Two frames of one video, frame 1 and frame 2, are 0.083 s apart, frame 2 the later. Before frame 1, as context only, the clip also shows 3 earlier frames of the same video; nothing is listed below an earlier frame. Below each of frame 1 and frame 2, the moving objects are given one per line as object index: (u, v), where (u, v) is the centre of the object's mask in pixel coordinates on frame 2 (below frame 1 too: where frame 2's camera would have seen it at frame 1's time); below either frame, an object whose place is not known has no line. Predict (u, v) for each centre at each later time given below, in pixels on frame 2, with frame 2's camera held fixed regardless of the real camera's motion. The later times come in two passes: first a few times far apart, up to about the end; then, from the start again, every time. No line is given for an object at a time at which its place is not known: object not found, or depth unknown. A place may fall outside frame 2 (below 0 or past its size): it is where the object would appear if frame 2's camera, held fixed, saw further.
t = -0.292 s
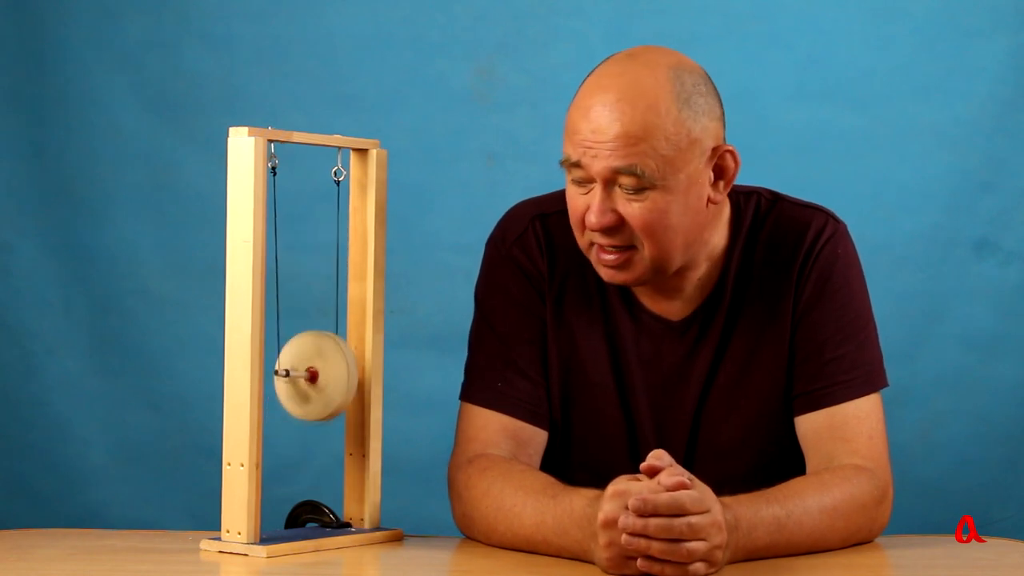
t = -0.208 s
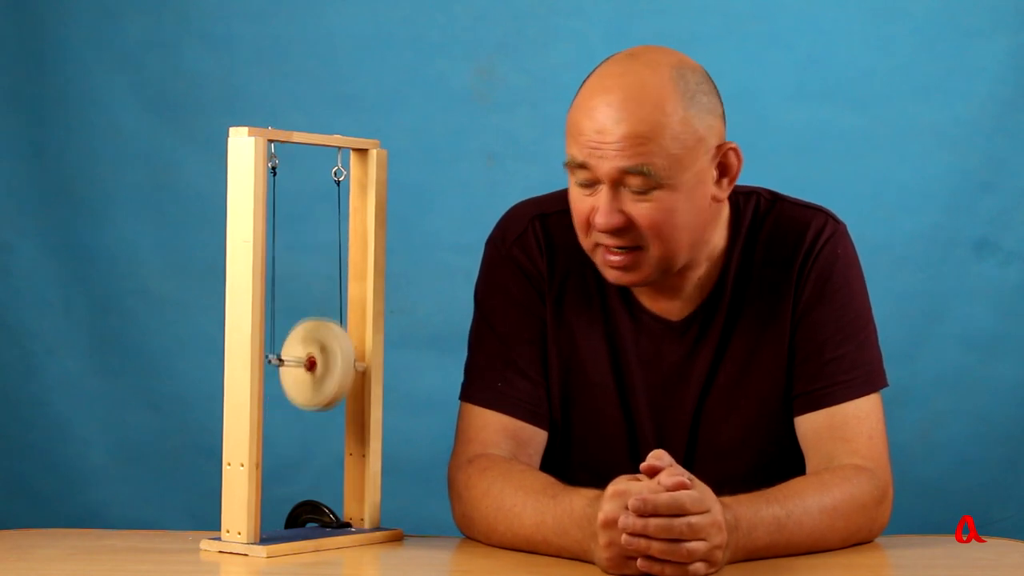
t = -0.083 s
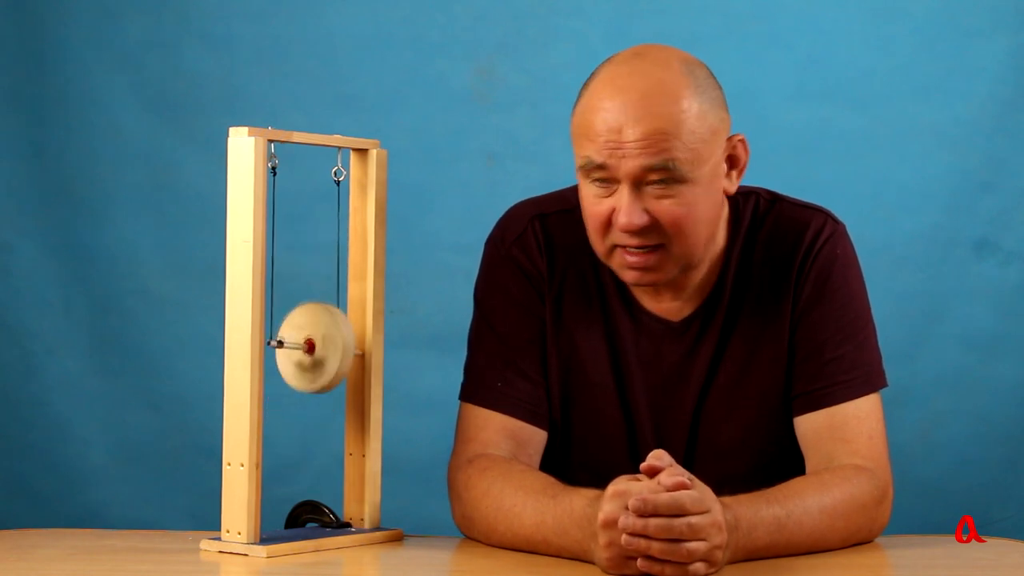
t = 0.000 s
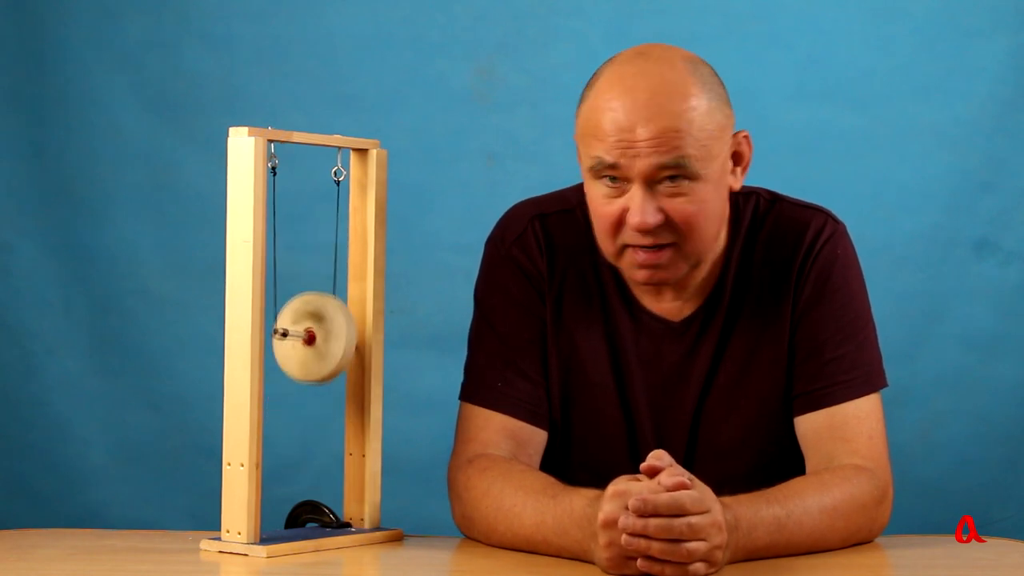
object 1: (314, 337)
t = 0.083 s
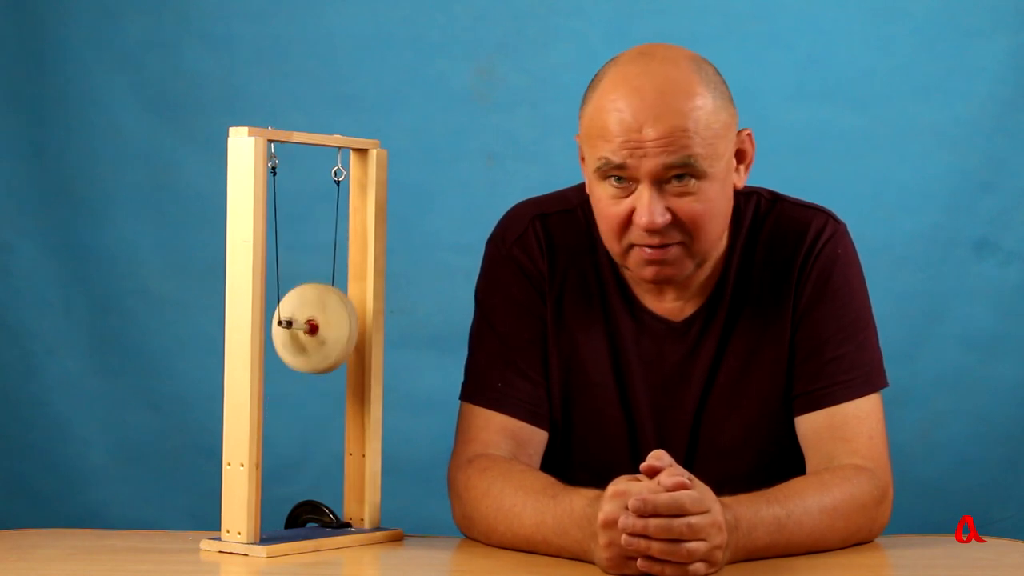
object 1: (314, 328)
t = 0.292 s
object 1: (314, 310)
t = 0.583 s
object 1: (317, 294)
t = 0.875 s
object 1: (317, 289)
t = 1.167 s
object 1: (316, 294)
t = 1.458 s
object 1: (316, 309)
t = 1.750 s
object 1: (316, 333)
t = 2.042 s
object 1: (314, 368)
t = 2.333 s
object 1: (314, 412)
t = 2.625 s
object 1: (310, 453)
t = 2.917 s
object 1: (300, 401)
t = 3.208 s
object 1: (301, 364)
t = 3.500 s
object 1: (306, 339)
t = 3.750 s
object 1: (300, 326)
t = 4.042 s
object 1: (299, 322)
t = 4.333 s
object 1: (306, 329)
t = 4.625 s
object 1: (300, 346)
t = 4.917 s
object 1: (301, 372)
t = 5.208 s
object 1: (309, 411)
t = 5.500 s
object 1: (307, 457)
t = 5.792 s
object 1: (308, 414)
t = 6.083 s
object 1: (321, 380)
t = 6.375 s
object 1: (316, 359)
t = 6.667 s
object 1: (311, 347)
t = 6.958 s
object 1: (319, 347)
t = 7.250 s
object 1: (316, 356)
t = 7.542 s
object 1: (311, 374)
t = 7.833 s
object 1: (316, 403)
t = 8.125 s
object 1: (314, 442)
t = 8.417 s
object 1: (303, 434)
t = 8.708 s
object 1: (298, 395)
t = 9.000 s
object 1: (310, 376)
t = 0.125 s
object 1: (316, 324)
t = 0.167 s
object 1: (316, 320)
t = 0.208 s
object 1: (315, 317)
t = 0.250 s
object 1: (315, 313)
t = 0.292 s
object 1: (314, 310)
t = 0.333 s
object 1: (314, 306)
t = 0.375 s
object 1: (315, 304)
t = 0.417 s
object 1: (316, 302)
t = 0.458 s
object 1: (316, 299)
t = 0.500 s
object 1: (316, 297)
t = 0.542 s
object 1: (316, 296)
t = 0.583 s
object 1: (317, 294)
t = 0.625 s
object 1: (317, 292)
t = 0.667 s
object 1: (317, 291)
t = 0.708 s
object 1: (317, 290)
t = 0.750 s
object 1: (317, 290)
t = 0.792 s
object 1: (317, 289)
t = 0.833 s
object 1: (317, 289)
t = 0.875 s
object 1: (317, 289)
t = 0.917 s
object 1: (317, 289)
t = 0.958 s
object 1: (317, 289)
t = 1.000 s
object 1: (317, 290)
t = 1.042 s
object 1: (317, 291)
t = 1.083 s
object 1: (317, 292)
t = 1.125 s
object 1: (316, 293)
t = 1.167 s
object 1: (316, 294)
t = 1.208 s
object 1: (316, 296)
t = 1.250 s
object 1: (316, 298)
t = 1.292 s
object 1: (316, 299)
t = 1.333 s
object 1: (316, 302)
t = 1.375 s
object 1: (316, 304)
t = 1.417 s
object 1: (316, 306)
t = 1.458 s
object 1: (316, 309)
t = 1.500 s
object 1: (316, 312)
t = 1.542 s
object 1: (316, 315)
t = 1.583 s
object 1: (317, 319)
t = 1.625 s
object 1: (317, 322)
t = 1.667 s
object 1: (317, 326)
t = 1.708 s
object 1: (317, 329)
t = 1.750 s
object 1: (316, 333)
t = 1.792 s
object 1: (316, 338)
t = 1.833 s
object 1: (315, 343)
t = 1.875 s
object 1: (315, 347)
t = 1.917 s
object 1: (315, 352)
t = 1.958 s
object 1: (314, 356)
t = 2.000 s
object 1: (314, 362)
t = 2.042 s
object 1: (314, 368)
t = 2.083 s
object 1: (314, 373)
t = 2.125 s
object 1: (314, 379)
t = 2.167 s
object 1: (314, 385)
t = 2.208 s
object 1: (314, 392)
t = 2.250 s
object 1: (314, 398)
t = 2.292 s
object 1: (314, 404)
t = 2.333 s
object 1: (314, 412)
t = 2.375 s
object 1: (313, 419)
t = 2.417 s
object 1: (312, 426)
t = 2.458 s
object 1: (312, 433)
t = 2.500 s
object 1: (311, 442)
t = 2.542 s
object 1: (311, 451)
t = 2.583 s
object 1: (311, 457)
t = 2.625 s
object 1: (310, 453)
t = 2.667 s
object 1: (309, 444)
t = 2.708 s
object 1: (307, 437)
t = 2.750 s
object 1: (305, 429)
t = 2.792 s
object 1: (304, 420)
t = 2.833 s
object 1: (302, 413)
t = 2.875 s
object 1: (300, 407)
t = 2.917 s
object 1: (300, 401)
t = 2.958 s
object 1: (300, 394)
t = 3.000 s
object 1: (300, 388)
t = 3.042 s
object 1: (299, 383)
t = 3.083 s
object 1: (299, 378)
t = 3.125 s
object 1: (299, 373)
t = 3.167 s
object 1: (300, 368)
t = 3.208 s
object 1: (301, 364)
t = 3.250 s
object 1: (302, 360)
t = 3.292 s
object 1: (303, 356)
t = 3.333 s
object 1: (305, 351)
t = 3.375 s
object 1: (305, 348)
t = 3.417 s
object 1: (306, 345)
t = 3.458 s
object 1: (306, 342)
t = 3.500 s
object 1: (306, 339)
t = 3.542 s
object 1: (306, 337)
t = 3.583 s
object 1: (305, 334)
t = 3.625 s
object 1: (304, 332)
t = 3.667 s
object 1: (303, 330)
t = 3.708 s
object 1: (301, 328)
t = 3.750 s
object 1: (300, 326)
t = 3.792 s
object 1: (299, 325)
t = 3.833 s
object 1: (299, 324)
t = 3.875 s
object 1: (299, 323)
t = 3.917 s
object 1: (298, 322)
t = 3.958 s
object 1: (298, 322)
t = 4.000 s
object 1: (298, 322)
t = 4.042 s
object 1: (299, 322)
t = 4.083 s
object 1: (301, 322)
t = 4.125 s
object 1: (302, 323)
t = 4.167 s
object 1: (303, 324)
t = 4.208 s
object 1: (305, 325)
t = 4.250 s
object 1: (306, 326)
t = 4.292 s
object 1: (306, 327)
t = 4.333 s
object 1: (306, 329)
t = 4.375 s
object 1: (306, 331)
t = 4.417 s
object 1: (305, 333)
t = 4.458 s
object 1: (304, 335)
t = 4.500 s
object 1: (303, 338)
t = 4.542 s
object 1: (301, 340)
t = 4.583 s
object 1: (300, 343)
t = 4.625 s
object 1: (300, 346)
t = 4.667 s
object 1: (299, 349)
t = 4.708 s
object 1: (299, 353)
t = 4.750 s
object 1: (299, 356)
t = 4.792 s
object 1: (299, 360)
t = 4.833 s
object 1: (299, 364)
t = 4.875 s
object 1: (300, 368)
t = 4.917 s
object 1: (301, 372)
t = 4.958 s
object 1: (302, 377)
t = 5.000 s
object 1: (304, 383)
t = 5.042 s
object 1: (305, 388)
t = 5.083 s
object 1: (306, 393)
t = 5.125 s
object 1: (307, 398)
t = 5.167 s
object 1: (309, 404)
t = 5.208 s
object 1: (309, 411)
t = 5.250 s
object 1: (309, 417)
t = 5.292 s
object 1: (309, 424)
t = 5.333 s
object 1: (310, 431)
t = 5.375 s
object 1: (309, 439)
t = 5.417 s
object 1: (309, 445)
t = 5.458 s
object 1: (308, 452)
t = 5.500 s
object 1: (307, 457)
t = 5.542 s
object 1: (306, 451)
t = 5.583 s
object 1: (306, 445)
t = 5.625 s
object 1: (305, 438)
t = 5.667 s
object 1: (305, 430)
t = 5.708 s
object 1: (305, 424)
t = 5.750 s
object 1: (306, 419)
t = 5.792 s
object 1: (308, 414)
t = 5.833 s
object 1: (310, 408)
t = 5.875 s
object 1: (312, 403)
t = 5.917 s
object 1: (314, 398)
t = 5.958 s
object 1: (316, 394)
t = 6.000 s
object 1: (318, 389)
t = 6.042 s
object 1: (320, 385)
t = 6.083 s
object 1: (321, 380)
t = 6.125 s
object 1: (321, 376)
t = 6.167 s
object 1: (322, 373)
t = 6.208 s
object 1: (322, 370)
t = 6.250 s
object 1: (321, 367)
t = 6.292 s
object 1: (320, 364)
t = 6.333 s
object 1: (318, 361)
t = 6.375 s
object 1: (316, 359)
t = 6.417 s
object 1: (315, 356)
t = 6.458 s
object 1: (313, 354)
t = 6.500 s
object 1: (312, 352)
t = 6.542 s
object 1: (311, 350)
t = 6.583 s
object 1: (311, 349)
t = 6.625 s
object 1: (310, 348)
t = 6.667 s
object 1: (311, 347)
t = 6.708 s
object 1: (312, 347)
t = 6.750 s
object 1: (313, 346)
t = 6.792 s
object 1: (315, 346)
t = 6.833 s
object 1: (316, 346)
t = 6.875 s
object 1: (318, 346)
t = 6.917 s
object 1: (319, 347)
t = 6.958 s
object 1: (319, 347)
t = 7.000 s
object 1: (320, 348)
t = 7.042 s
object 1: (320, 348)
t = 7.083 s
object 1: (319, 350)
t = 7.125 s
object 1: (319, 351)
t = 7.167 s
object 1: (318, 352)
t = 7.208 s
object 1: (317, 354)
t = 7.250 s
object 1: (316, 356)
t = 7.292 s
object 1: (315, 358)
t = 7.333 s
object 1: (314, 360)
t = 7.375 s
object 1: (313, 363)
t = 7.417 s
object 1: (312, 365)
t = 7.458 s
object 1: (311, 368)
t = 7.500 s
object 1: (311, 371)
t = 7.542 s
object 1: (311, 374)
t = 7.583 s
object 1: (311, 377)
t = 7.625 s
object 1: (312, 381)
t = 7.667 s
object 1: (312, 385)
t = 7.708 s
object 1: (314, 390)
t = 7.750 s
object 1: (314, 394)
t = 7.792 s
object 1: (315, 398)
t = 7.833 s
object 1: (316, 403)
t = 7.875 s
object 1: (317, 408)
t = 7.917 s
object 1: (317, 413)
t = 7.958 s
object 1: (317, 418)
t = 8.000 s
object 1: (317, 423)
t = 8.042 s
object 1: (316, 430)
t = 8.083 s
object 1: (316, 436)
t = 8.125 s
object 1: (314, 442)
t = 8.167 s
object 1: (313, 448)
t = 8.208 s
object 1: (312, 455)
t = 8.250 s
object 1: (311, 457)
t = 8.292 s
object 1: (309, 452)
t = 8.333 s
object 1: (307, 445)
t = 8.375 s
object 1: (305, 439)
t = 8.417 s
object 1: (303, 434)
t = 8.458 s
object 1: (301, 427)
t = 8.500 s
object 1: (299, 420)
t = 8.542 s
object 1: (298, 414)
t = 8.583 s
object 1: (298, 410)
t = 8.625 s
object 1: (298, 405)
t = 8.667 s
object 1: (298, 400)
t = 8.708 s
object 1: (298, 395)
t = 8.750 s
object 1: (298, 391)
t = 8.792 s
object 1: (300, 387)
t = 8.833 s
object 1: (302, 384)
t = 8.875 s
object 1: (304, 382)
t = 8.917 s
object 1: (306, 380)
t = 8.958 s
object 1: (308, 377)
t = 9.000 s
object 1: (310, 376)
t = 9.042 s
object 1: (312, 373)
